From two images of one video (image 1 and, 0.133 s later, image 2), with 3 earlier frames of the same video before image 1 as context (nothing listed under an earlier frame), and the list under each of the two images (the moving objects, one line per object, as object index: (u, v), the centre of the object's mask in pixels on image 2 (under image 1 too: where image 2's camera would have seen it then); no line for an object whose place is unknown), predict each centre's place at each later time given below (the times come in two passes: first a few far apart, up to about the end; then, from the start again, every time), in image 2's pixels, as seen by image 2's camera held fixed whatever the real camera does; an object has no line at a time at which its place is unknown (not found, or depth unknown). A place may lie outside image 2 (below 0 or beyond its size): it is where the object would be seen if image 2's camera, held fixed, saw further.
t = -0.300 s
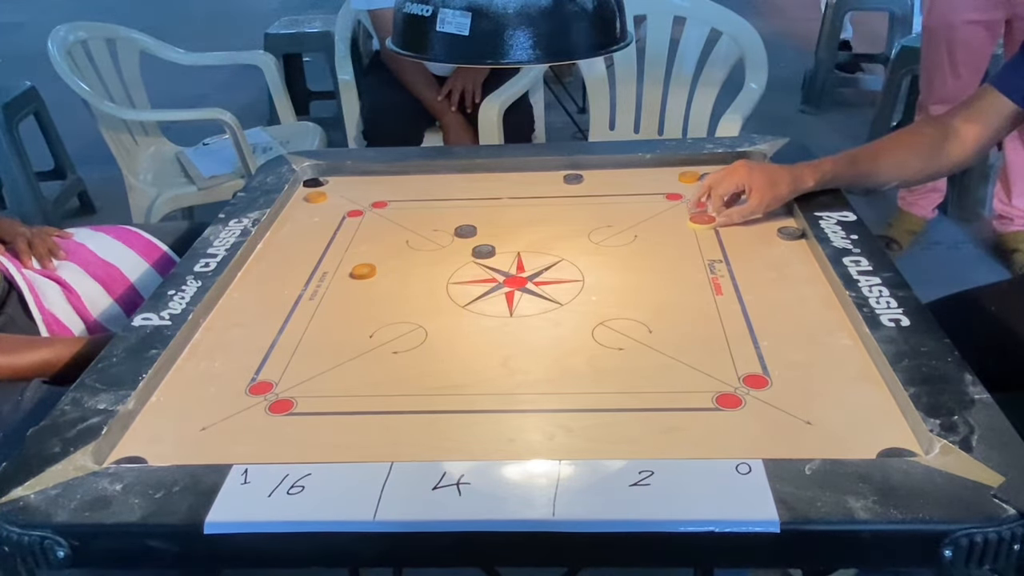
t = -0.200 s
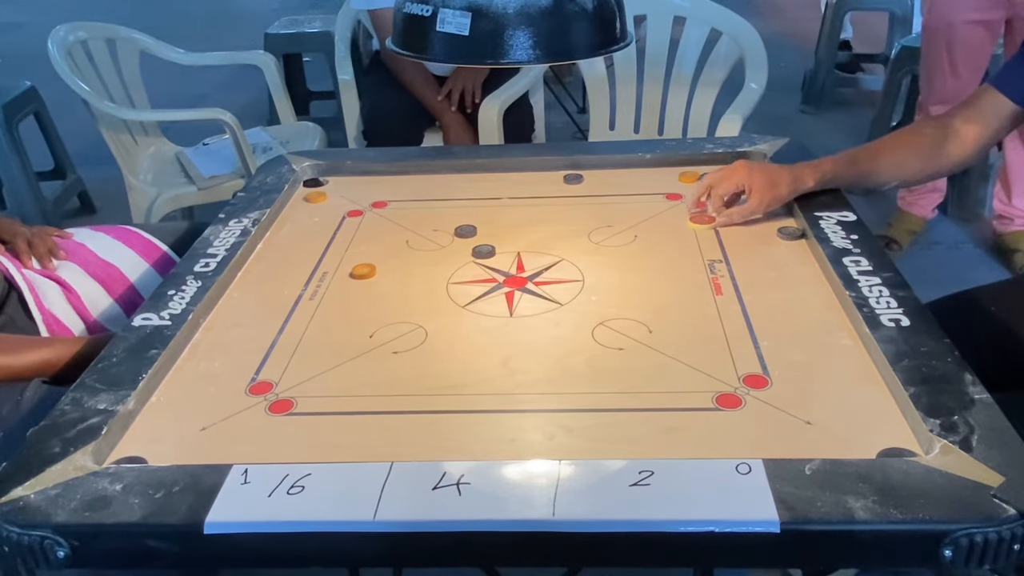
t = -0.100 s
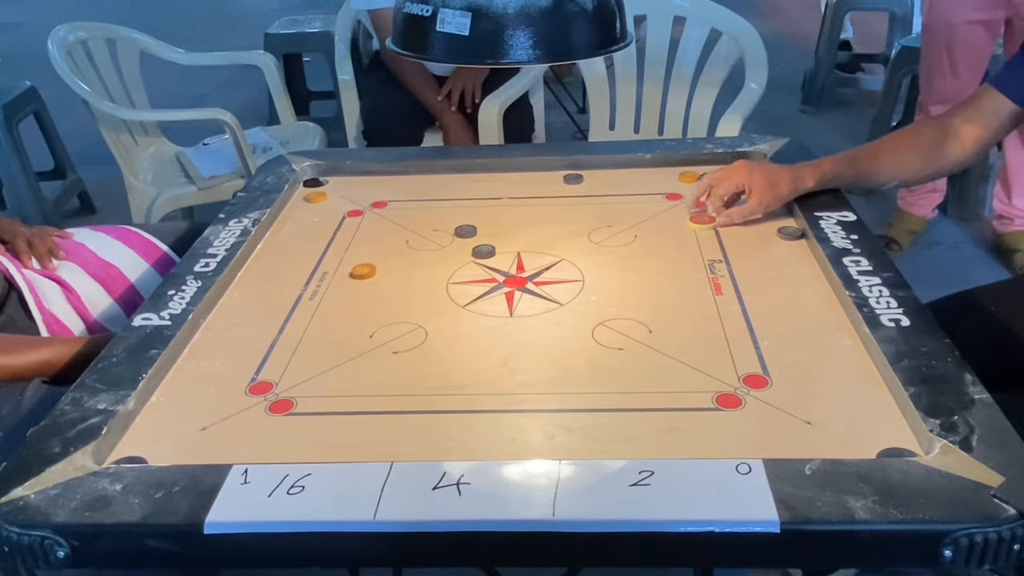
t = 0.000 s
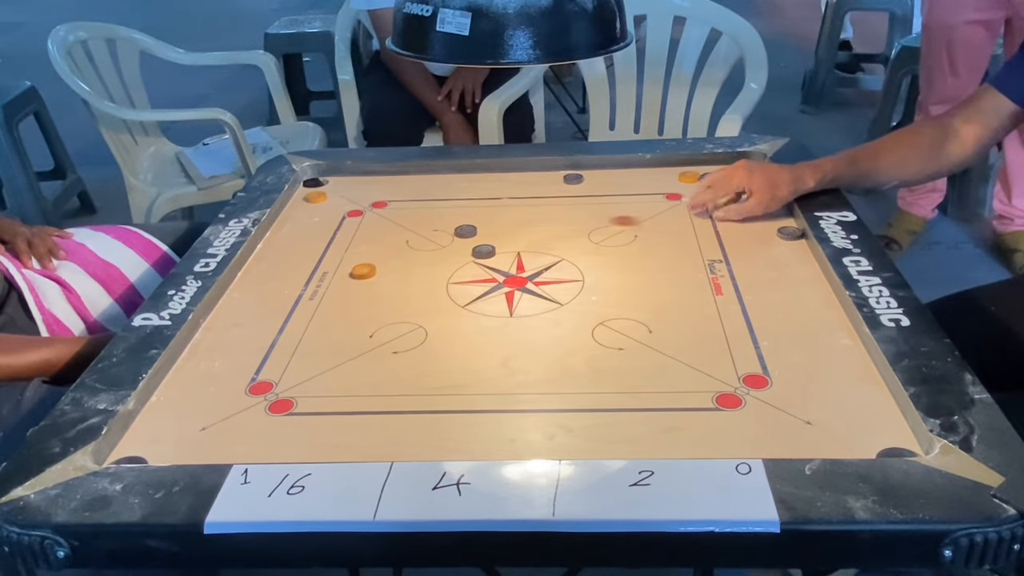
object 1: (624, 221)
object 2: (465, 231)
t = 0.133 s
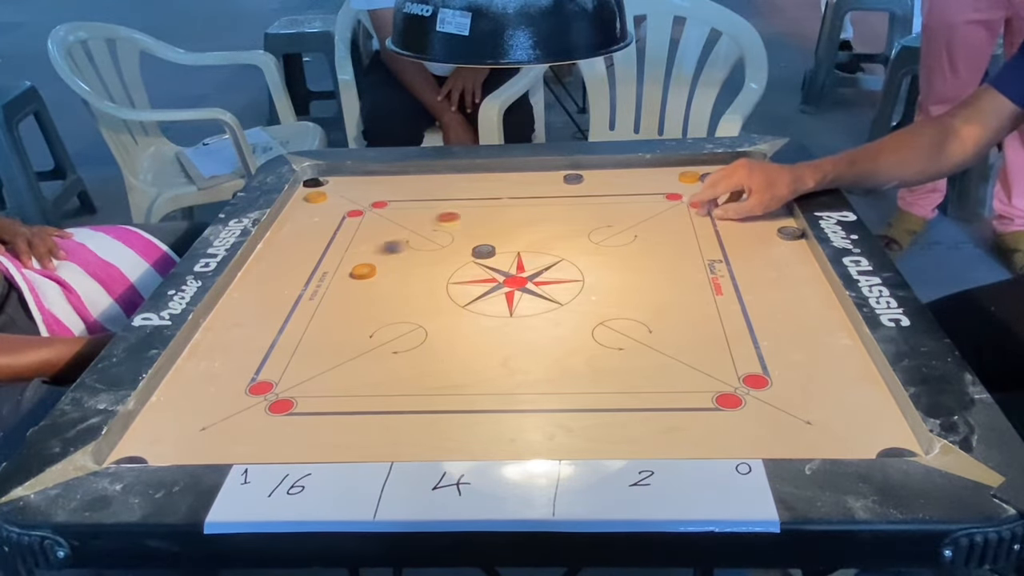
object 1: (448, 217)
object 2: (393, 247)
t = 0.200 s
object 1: (396, 211)
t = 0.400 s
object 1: (312, 202)
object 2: (443, 295)
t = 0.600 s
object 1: (365, 199)
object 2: (648, 310)
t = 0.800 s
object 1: (388, 198)
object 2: (822, 321)
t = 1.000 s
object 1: (389, 198)
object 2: (753, 321)
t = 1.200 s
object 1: (389, 198)
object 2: (708, 321)
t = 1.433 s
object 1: (389, 199)
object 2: (702, 321)
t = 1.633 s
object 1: (389, 199)
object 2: (702, 321)
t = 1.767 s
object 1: (389, 199)
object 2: (702, 321)
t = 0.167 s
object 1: (421, 214)
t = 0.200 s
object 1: (396, 211)
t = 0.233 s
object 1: (373, 207)
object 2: (256, 279)
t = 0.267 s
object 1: (347, 205)
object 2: (294, 283)
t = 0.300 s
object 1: (327, 202)
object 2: (333, 286)
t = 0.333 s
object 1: (311, 202)
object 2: (369, 289)
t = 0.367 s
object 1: (300, 202)
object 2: (407, 292)
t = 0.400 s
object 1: (312, 202)
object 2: (443, 295)
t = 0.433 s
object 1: (322, 201)
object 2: (477, 298)
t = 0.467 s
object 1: (333, 201)
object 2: (513, 301)
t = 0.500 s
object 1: (342, 200)
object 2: (549, 303)
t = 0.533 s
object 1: (350, 199)
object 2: (583, 305)
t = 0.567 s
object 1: (358, 199)
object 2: (616, 308)
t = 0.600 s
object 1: (365, 199)
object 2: (648, 310)
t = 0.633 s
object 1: (371, 199)
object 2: (681, 312)
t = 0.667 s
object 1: (377, 198)
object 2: (711, 314)
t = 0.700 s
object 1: (380, 198)
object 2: (741, 316)
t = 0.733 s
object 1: (383, 198)
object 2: (769, 317)
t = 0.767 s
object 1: (386, 198)
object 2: (797, 319)
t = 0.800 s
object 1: (388, 198)
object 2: (822, 321)
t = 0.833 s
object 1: (389, 198)
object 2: (828, 321)
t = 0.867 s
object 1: (389, 198)
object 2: (811, 321)
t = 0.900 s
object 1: (389, 198)
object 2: (794, 321)
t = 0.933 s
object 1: (389, 198)
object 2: (779, 321)
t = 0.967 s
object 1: (389, 198)
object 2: (766, 321)
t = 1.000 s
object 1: (389, 198)
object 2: (753, 321)
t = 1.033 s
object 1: (389, 198)
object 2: (743, 322)
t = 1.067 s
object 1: (389, 198)
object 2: (733, 321)
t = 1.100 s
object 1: (389, 198)
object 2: (725, 322)
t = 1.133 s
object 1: (389, 198)
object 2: (718, 322)
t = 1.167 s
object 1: (389, 199)
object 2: (712, 321)
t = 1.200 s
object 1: (389, 198)
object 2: (708, 321)
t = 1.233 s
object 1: (389, 199)
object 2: (705, 321)
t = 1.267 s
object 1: (389, 198)
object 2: (703, 321)
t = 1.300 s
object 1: (389, 199)
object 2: (703, 321)
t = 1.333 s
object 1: (389, 199)
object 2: (702, 321)
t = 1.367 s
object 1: (389, 199)
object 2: (703, 321)
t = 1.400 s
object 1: (389, 199)
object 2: (702, 321)
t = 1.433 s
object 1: (389, 199)
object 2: (702, 321)
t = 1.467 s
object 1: (389, 199)
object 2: (702, 321)
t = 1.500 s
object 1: (389, 199)
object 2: (702, 321)
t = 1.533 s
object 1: (389, 199)
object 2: (702, 321)
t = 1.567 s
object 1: (389, 199)
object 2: (702, 321)
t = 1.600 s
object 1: (389, 199)
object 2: (702, 321)
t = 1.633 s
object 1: (389, 199)
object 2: (702, 321)
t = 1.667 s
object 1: (389, 199)
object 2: (702, 321)
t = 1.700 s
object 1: (389, 199)
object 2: (702, 321)
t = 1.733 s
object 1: (389, 199)
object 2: (702, 321)
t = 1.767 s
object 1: (389, 199)
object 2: (702, 321)
